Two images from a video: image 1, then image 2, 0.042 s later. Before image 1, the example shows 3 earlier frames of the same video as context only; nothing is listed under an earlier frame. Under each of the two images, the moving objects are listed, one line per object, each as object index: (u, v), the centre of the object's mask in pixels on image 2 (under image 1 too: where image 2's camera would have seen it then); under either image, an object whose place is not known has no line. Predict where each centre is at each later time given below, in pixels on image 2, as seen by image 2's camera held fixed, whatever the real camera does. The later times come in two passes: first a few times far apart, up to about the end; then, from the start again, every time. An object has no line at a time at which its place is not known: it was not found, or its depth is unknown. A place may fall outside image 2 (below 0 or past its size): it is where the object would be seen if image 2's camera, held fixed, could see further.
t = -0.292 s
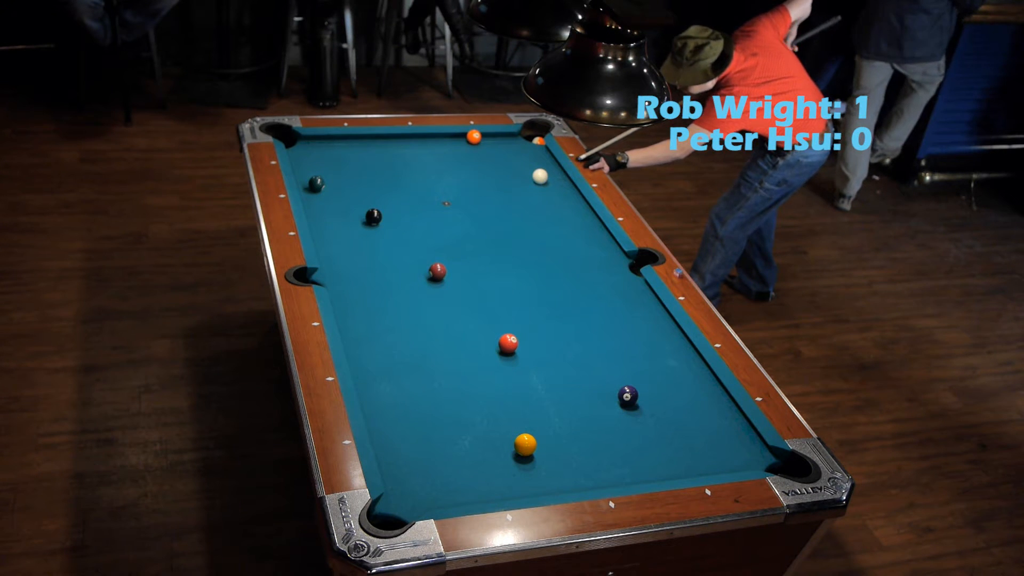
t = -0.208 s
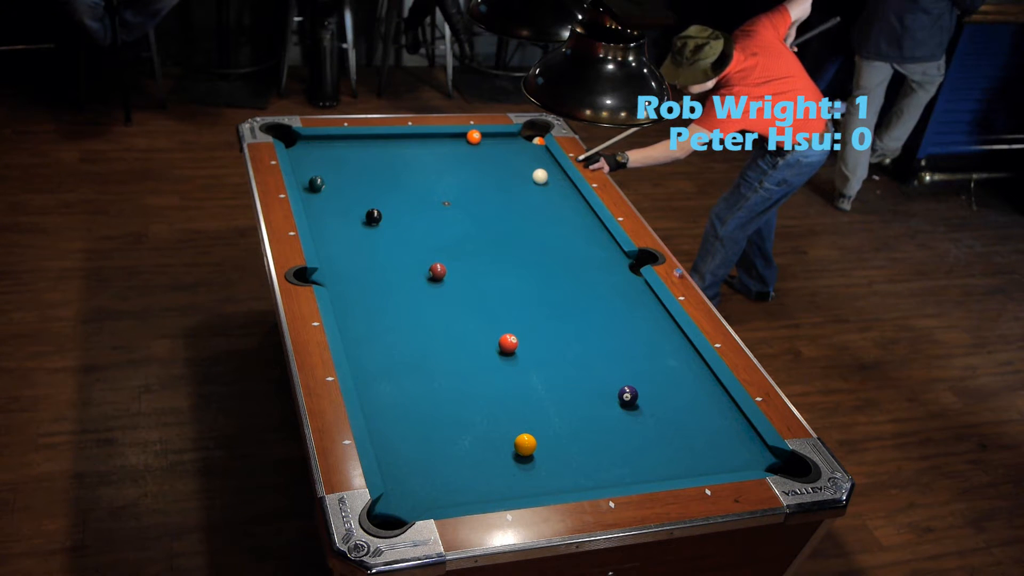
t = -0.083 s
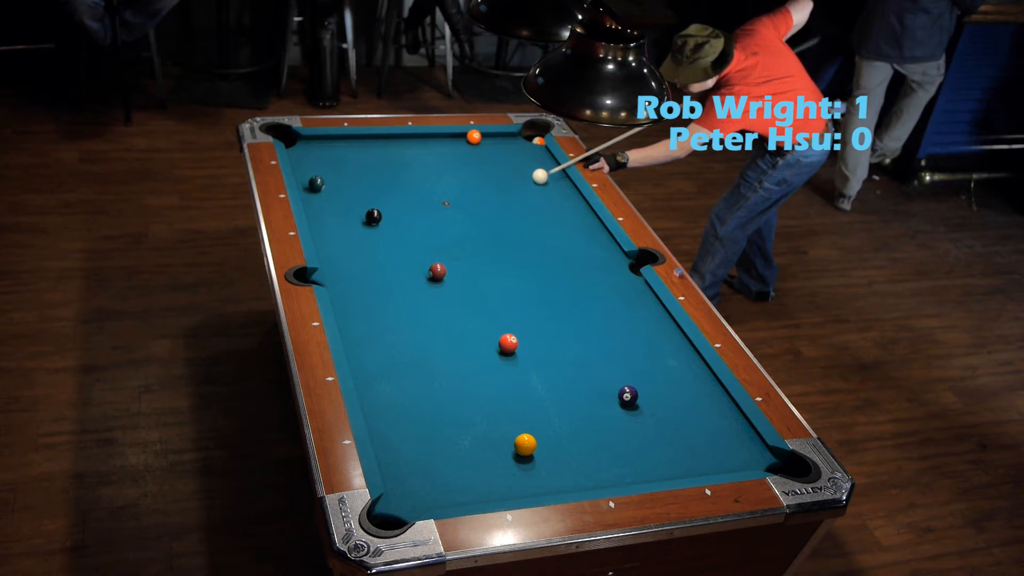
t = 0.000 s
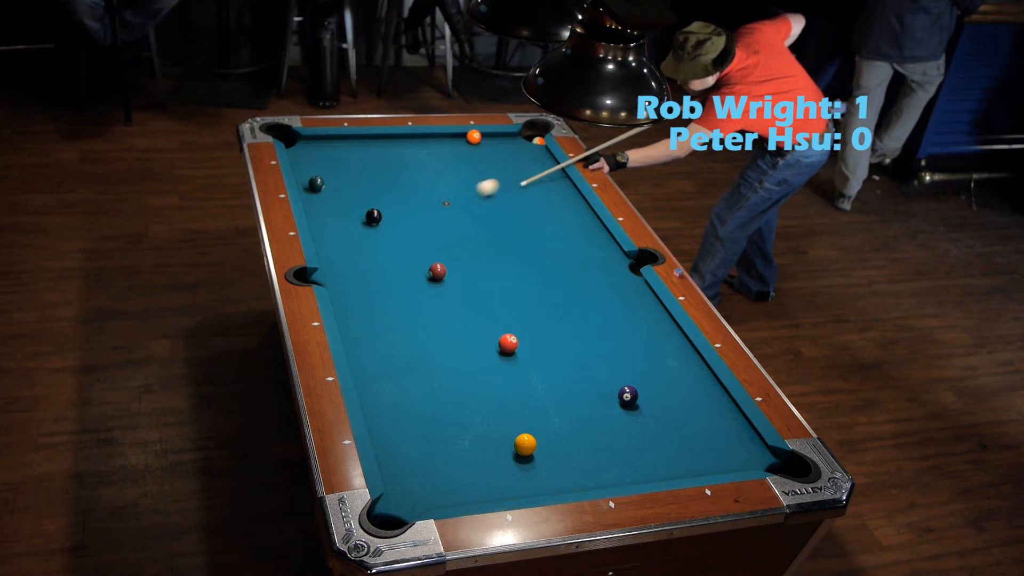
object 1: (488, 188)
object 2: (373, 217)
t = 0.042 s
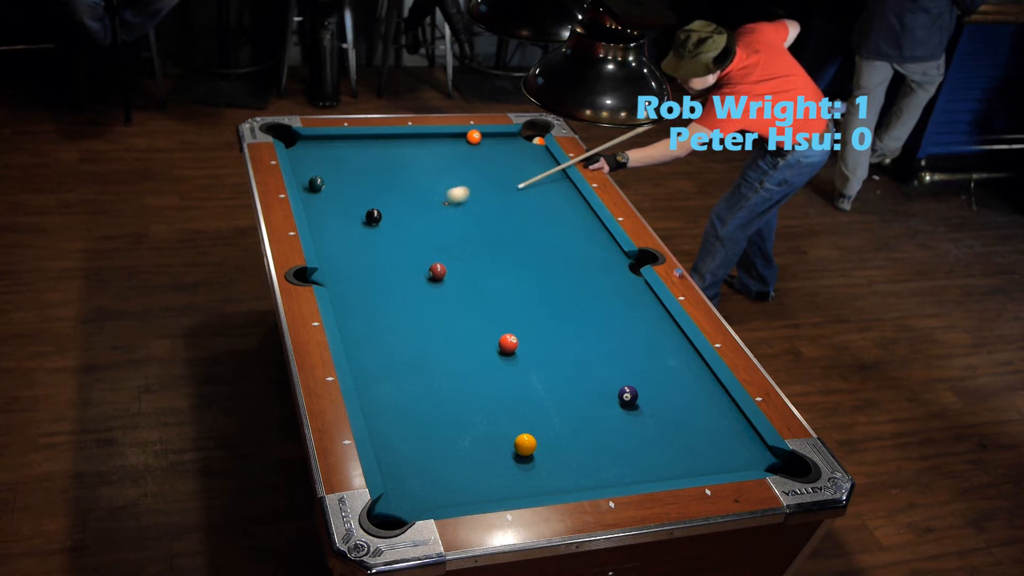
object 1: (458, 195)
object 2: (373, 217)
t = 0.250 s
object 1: (381, 211)
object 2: (327, 234)
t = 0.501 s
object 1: (366, 210)
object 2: (421, 242)
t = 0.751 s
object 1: (354, 209)
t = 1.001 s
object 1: (343, 208)
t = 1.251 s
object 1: (333, 207)
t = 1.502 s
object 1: (326, 206)
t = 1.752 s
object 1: (319, 205)
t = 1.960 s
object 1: (316, 205)
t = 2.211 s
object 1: (313, 205)
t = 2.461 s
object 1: (312, 205)
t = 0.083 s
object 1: (428, 202)
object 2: (373, 217)
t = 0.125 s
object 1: (398, 209)
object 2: (373, 217)
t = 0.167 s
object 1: (386, 212)
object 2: (353, 222)
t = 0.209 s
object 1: (383, 212)
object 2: (324, 231)
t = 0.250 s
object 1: (381, 211)
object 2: (327, 234)
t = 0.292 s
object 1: (378, 211)
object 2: (346, 236)
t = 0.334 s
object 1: (376, 211)
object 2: (362, 238)
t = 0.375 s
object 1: (373, 211)
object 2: (377, 238)
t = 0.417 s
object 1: (371, 211)
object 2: (392, 239)
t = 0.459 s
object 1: (369, 210)
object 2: (407, 241)
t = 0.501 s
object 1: (366, 210)
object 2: (421, 242)
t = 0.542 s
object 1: (364, 210)
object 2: (435, 243)
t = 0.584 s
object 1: (362, 210)
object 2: (449, 244)
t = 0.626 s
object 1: (360, 209)
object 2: (463, 246)
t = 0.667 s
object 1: (358, 209)
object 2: (477, 247)
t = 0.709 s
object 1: (356, 209)
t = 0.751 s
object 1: (354, 209)
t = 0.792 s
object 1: (352, 209)
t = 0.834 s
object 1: (350, 209)
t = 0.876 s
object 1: (348, 208)
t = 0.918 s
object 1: (346, 208)
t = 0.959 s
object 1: (344, 208)
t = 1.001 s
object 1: (343, 208)
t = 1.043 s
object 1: (341, 207)
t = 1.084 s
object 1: (340, 207)
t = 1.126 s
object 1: (338, 207)
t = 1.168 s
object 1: (336, 207)
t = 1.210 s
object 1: (335, 207)
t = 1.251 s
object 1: (333, 207)
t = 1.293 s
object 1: (332, 206)
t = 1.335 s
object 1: (331, 206)
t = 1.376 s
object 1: (329, 206)
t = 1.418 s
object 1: (328, 206)
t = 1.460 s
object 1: (327, 206)
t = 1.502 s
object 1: (326, 206)
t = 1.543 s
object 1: (325, 206)
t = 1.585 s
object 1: (323, 205)
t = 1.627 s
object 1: (322, 205)
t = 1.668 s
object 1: (321, 205)
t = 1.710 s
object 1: (320, 205)
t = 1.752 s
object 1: (319, 205)
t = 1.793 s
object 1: (318, 205)
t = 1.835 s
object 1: (318, 205)
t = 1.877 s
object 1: (317, 205)
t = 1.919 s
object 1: (316, 205)
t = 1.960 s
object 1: (316, 205)
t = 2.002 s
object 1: (315, 205)
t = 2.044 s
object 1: (314, 205)
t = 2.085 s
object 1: (314, 205)
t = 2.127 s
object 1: (313, 205)
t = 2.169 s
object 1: (313, 205)
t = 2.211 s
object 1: (313, 205)
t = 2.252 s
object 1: (312, 205)
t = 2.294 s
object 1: (312, 205)
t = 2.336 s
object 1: (312, 205)
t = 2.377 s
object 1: (312, 205)
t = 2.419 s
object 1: (312, 205)
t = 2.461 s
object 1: (312, 205)
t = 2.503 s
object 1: (312, 205)
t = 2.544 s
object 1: (312, 205)
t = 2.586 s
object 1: (312, 205)
